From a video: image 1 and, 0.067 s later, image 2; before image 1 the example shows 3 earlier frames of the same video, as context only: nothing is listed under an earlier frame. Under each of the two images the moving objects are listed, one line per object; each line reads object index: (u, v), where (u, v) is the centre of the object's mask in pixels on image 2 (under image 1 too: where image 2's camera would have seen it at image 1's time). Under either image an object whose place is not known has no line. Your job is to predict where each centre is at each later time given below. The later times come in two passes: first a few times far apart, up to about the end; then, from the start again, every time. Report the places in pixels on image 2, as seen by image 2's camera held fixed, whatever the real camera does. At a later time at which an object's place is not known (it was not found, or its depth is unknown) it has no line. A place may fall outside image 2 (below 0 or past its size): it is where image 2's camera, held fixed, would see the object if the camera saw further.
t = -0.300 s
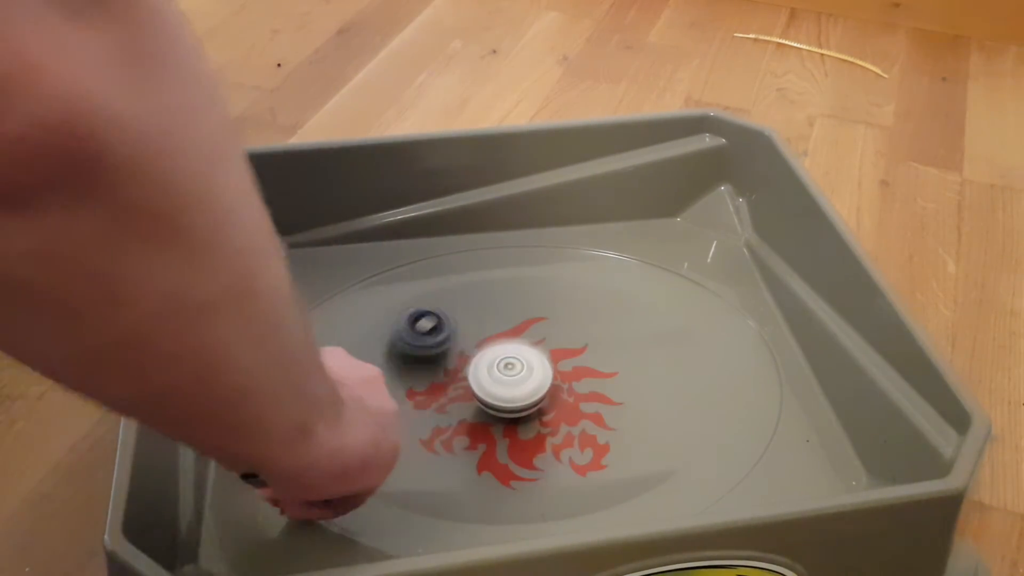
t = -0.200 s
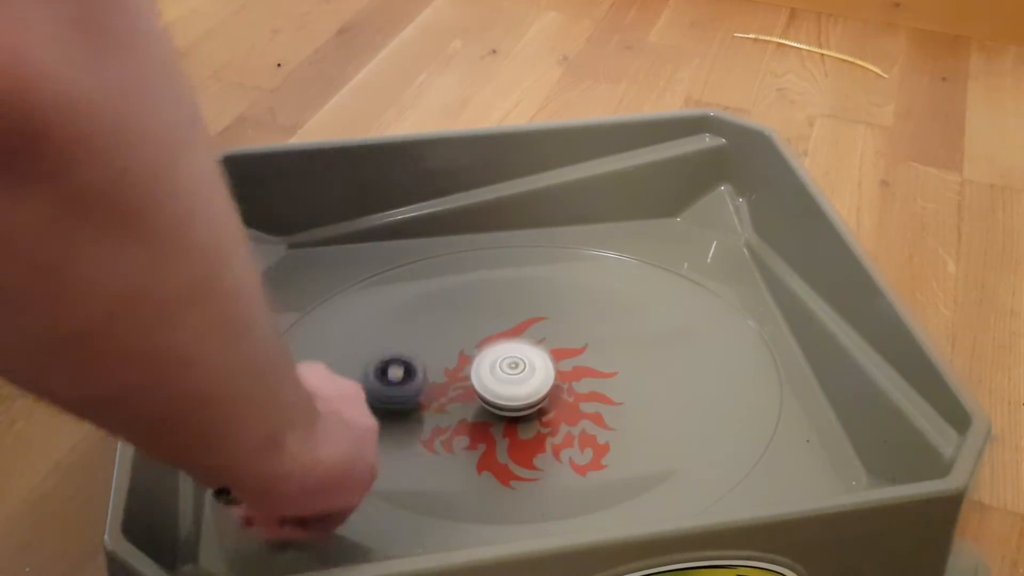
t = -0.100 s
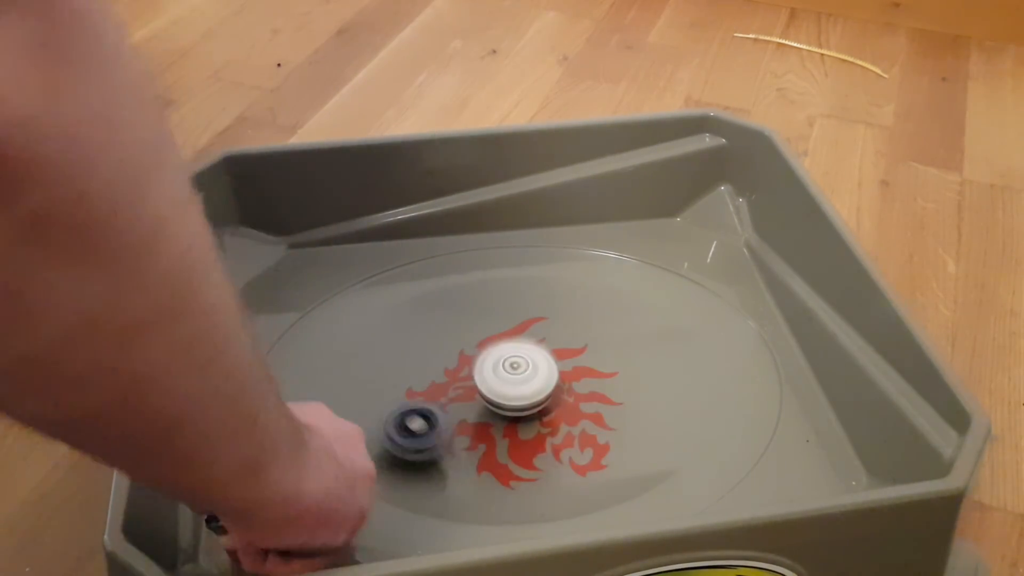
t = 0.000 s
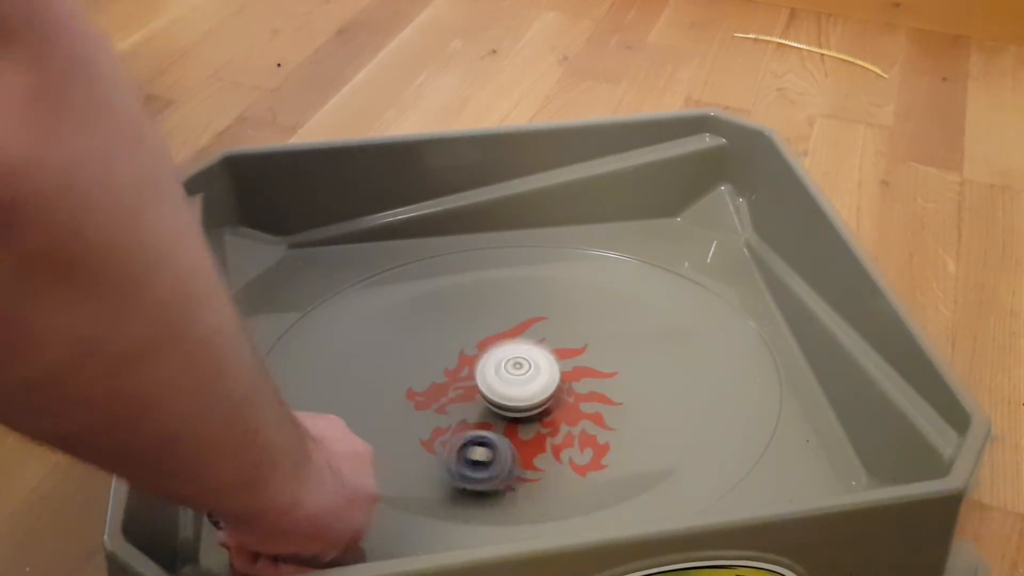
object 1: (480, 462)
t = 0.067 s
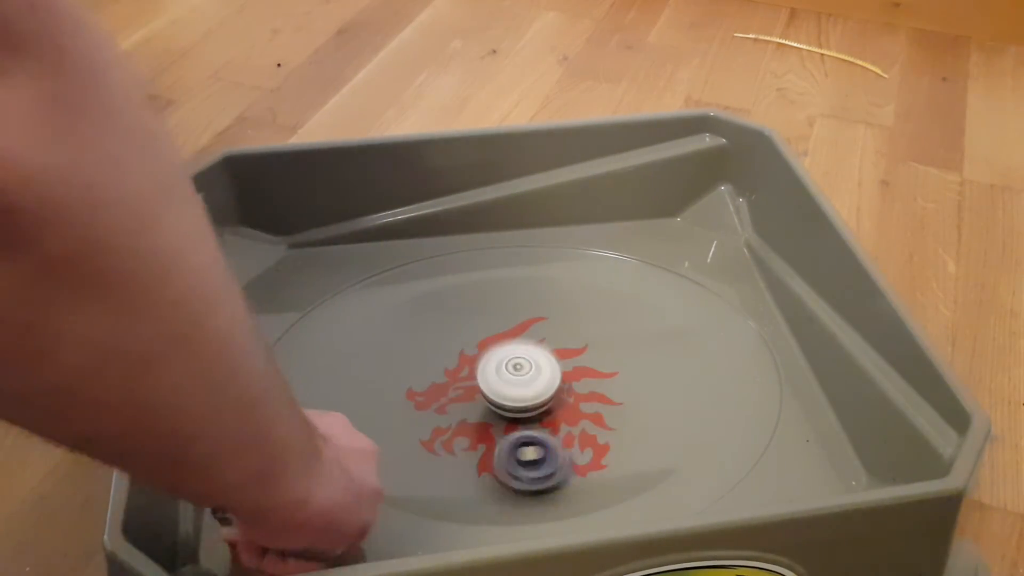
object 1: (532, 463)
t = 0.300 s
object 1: (644, 378)
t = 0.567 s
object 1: (533, 305)
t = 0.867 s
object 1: (421, 418)
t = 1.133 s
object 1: (580, 461)
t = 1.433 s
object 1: (610, 338)
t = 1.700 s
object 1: (446, 341)
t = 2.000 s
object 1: (446, 461)
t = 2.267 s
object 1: (611, 420)
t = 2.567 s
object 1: (528, 314)
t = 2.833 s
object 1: (397, 373)
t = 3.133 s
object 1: (526, 456)
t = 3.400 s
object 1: (616, 362)
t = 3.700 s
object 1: (475, 320)
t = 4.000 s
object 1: (456, 438)
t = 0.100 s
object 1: (558, 456)
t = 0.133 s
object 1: (579, 449)
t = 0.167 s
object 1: (601, 437)
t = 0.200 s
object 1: (618, 426)
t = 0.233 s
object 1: (631, 410)
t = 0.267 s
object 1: (640, 394)
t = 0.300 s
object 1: (644, 378)
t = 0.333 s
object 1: (643, 362)
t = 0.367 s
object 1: (638, 347)
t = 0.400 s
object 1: (628, 332)
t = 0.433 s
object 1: (615, 323)
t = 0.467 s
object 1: (598, 311)
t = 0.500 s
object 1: (580, 307)
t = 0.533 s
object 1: (556, 303)
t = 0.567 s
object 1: (533, 305)
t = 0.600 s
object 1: (508, 309)
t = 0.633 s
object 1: (488, 316)
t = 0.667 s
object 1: (465, 328)
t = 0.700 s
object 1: (447, 339)
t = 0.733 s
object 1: (432, 353)
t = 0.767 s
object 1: (423, 368)
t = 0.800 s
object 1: (419, 385)
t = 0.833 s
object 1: (419, 401)
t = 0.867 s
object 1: (421, 418)
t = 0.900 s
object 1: (432, 433)
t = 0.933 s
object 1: (447, 447)
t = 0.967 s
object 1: (464, 458)
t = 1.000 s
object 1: (485, 466)
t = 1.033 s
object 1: (511, 470)
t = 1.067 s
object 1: (532, 471)
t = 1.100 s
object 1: (558, 467)
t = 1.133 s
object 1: (580, 461)
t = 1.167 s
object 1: (603, 451)
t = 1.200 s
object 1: (621, 440)
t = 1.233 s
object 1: (635, 424)
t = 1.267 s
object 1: (642, 408)
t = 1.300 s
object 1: (646, 393)
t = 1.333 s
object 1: (644, 378)
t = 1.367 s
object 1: (636, 361)
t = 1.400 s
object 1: (625, 348)
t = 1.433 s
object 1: (610, 338)
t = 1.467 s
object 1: (593, 328)
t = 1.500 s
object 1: (570, 323)
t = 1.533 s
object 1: (551, 319)
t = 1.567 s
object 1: (530, 317)
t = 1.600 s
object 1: (506, 318)
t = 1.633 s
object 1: (483, 324)
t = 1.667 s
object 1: (464, 332)
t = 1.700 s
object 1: (446, 341)
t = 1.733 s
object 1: (430, 353)
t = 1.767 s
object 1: (417, 366)
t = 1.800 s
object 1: (408, 379)
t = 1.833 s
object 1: (403, 394)
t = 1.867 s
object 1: (400, 411)
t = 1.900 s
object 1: (404, 425)
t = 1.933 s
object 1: (413, 440)
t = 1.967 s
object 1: (426, 452)
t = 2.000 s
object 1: (446, 461)
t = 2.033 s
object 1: (469, 467)
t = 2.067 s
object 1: (493, 470)
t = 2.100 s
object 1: (518, 470)
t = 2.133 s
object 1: (542, 465)
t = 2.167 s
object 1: (565, 458)
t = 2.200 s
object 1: (583, 448)
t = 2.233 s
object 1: (599, 435)
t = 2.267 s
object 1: (611, 420)
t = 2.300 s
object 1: (615, 404)
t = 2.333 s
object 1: (616, 389)
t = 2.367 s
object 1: (612, 373)
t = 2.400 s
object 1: (604, 359)
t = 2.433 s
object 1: (594, 346)
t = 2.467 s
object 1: (579, 334)
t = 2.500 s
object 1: (565, 325)
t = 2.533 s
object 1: (547, 319)
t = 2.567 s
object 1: (528, 314)
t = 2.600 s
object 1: (508, 314)
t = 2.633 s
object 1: (488, 315)
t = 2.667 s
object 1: (467, 319)
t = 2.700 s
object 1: (449, 326)
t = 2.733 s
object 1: (431, 335)
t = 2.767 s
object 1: (415, 346)
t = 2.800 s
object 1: (405, 358)
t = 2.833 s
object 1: (397, 373)
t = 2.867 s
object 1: (395, 388)
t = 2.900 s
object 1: (399, 402)
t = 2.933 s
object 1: (406, 418)
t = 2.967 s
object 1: (419, 431)
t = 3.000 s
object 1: (438, 442)
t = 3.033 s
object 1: (457, 450)
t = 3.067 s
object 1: (478, 455)
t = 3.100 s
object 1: (505, 457)
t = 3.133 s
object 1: (526, 456)
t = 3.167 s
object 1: (548, 451)
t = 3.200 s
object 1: (569, 443)
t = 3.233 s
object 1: (586, 433)
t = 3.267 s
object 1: (602, 420)
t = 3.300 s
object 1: (611, 407)
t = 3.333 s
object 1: (617, 392)
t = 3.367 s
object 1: (619, 377)
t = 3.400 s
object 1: (616, 362)
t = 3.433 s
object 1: (610, 348)
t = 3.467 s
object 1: (601, 335)
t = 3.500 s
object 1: (588, 325)
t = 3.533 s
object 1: (573, 317)
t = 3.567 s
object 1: (555, 311)
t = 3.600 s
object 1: (536, 310)
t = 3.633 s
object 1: (514, 311)
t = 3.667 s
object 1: (495, 314)
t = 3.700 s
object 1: (475, 320)
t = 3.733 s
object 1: (457, 328)
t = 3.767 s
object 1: (443, 341)
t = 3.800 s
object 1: (432, 354)
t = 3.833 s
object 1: (425, 368)
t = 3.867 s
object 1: (424, 383)
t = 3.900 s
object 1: (425, 397)
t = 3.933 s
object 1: (432, 411)
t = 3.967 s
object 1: (442, 425)
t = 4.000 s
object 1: (456, 438)
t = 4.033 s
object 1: (474, 447)
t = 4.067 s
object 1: (492, 453)
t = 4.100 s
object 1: (514, 457)
